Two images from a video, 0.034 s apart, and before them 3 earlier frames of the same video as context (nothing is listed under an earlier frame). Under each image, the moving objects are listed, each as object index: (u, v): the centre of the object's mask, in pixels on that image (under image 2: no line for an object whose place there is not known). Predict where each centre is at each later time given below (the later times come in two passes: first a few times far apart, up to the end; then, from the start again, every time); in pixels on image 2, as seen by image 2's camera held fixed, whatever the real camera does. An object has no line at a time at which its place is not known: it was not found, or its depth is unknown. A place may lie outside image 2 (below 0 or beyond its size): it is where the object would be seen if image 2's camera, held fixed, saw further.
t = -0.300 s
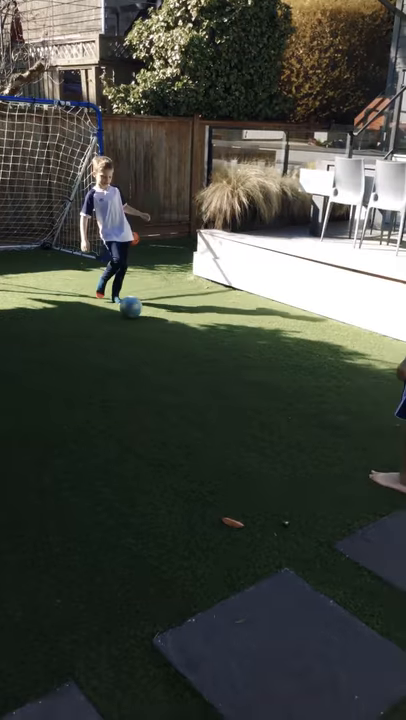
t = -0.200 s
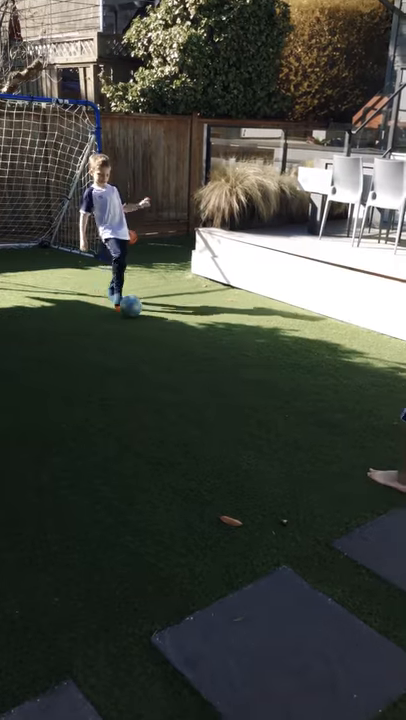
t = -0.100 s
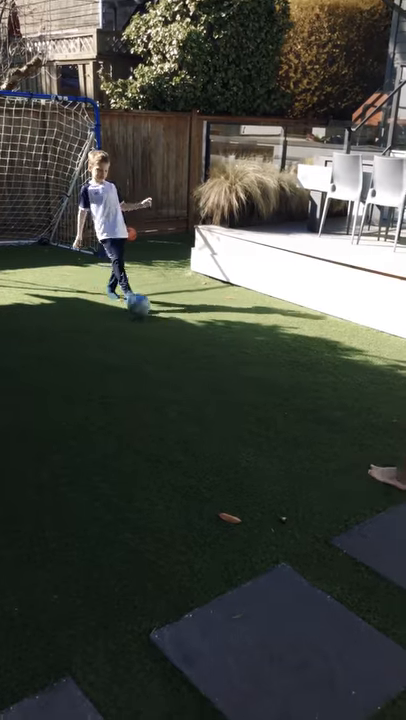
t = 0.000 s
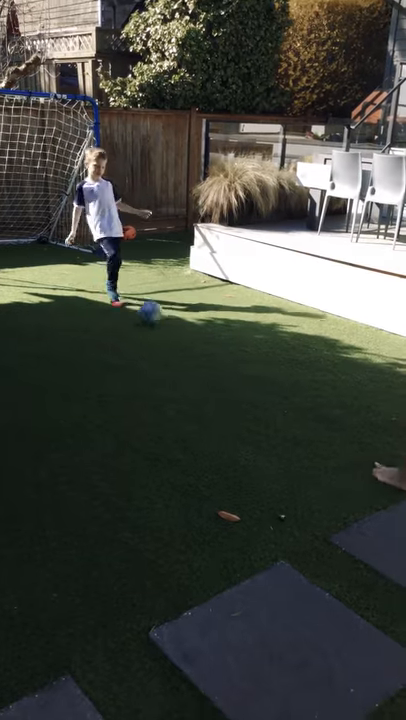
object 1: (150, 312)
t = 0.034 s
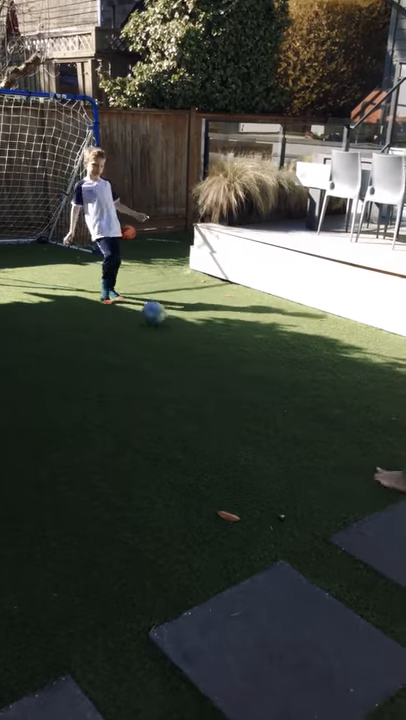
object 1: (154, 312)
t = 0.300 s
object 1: (180, 330)
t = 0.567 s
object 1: (210, 348)
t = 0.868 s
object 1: (248, 370)
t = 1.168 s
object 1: (288, 395)
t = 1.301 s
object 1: (309, 407)
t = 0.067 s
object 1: (157, 315)
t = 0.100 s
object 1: (160, 318)
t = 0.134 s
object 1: (163, 319)
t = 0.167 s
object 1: (167, 321)
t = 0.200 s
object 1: (169, 325)
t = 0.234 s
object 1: (173, 326)
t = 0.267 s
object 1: (177, 328)
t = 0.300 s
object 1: (180, 330)
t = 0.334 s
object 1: (184, 332)
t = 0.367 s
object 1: (188, 334)
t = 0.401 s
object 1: (192, 336)
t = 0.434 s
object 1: (196, 339)
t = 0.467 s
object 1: (199, 341)
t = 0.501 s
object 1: (203, 343)
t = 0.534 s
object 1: (206, 345)
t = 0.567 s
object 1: (210, 348)
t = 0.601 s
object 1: (214, 350)
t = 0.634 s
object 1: (218, 352)
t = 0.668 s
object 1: (222, 355)
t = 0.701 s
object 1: (227, 358)
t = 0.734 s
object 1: (231, 361)
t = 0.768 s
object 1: (235, 363)
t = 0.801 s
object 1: (239, 366)
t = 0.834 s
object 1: (244, 368)
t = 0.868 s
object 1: (248, 370)
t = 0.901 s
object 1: (252, 373)
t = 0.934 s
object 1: (256, 375)
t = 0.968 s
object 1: (261, 378)
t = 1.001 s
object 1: (265, 380)
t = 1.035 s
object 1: (270, 382)
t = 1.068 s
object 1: (274, 386)
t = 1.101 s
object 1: (279, 389)
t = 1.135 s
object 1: (283, 393)
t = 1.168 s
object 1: (288, 395)
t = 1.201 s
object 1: (293, 398)
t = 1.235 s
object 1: (298, 400)
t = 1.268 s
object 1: (304, 404)
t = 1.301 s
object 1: (309, 407)
